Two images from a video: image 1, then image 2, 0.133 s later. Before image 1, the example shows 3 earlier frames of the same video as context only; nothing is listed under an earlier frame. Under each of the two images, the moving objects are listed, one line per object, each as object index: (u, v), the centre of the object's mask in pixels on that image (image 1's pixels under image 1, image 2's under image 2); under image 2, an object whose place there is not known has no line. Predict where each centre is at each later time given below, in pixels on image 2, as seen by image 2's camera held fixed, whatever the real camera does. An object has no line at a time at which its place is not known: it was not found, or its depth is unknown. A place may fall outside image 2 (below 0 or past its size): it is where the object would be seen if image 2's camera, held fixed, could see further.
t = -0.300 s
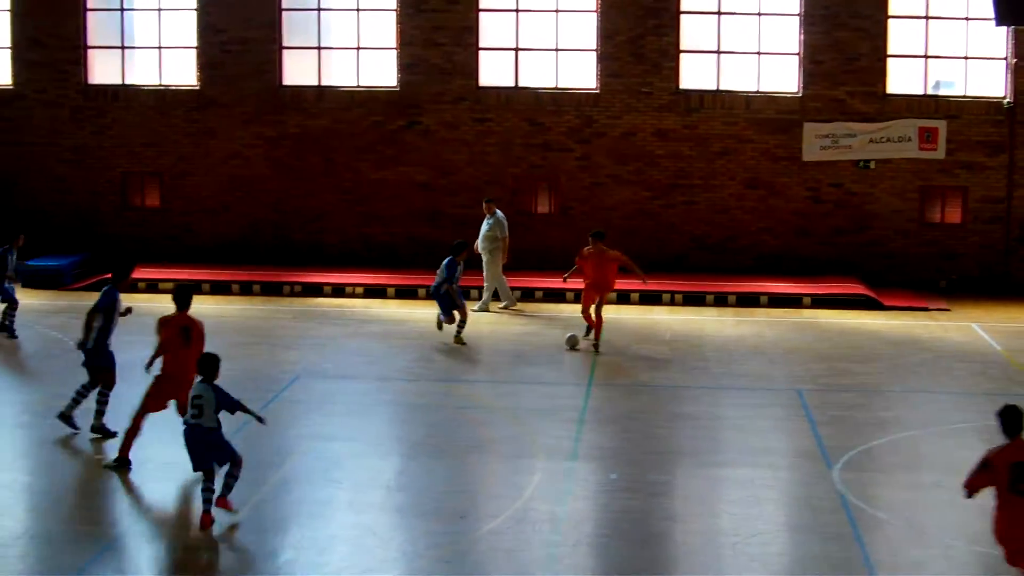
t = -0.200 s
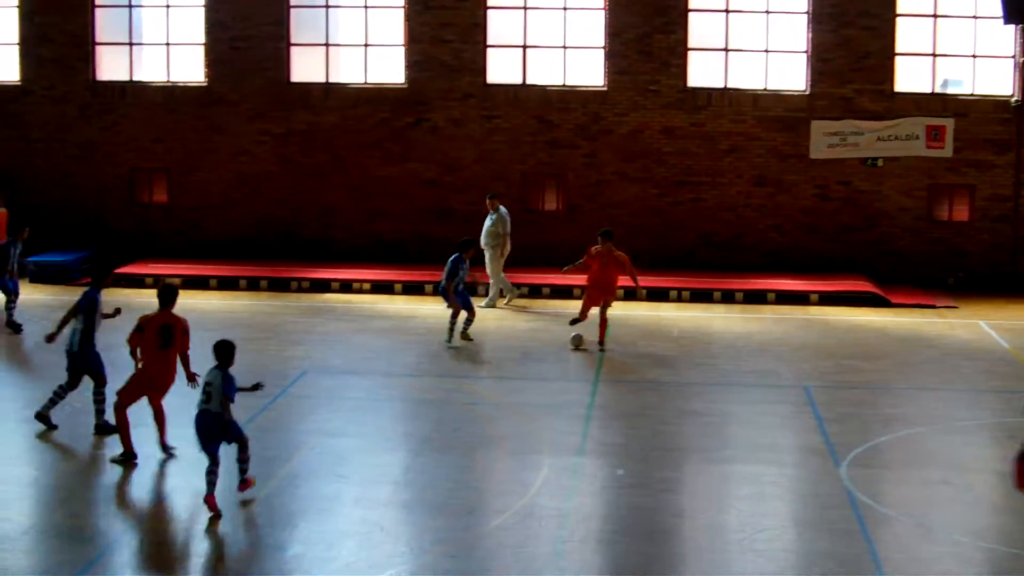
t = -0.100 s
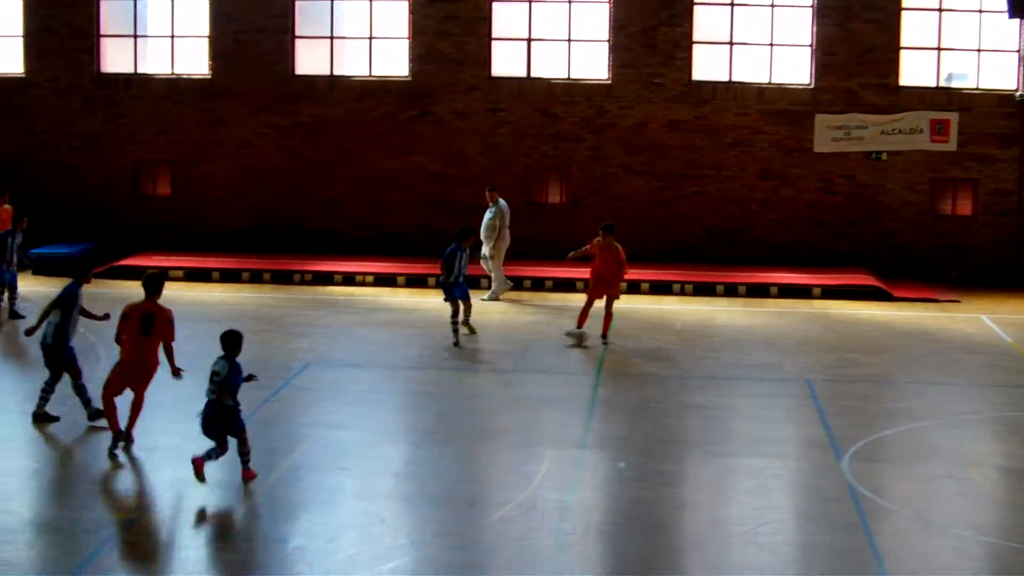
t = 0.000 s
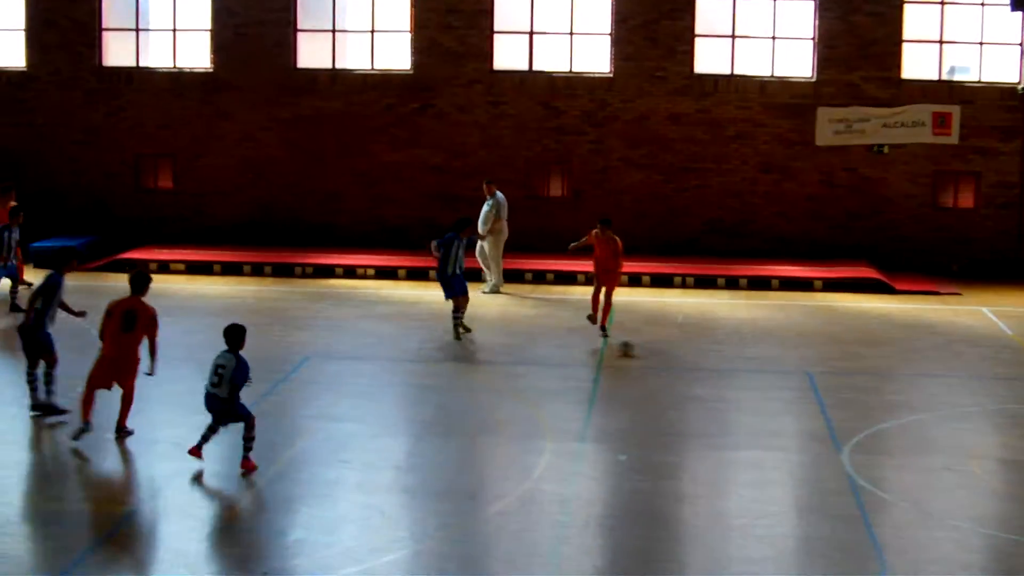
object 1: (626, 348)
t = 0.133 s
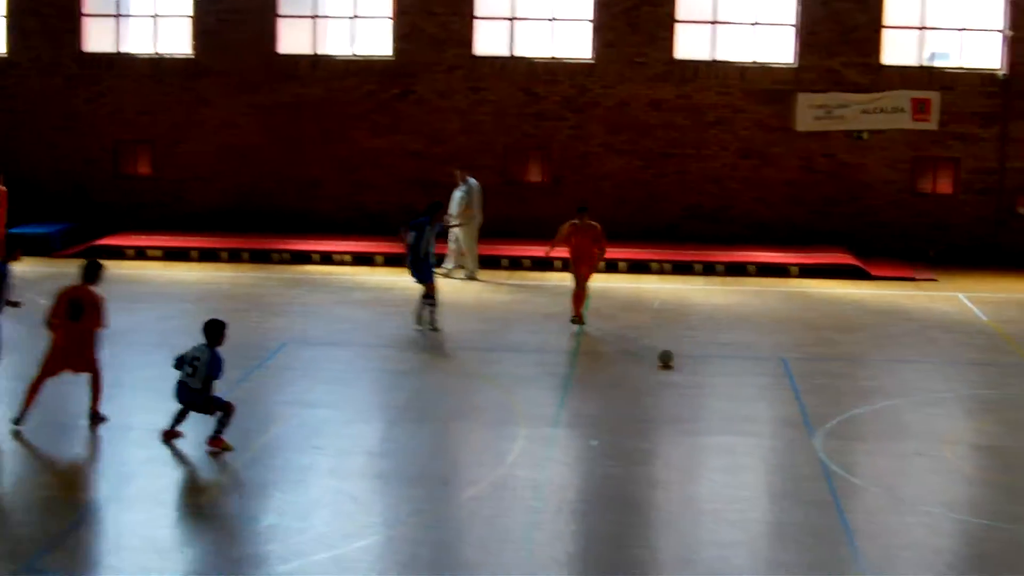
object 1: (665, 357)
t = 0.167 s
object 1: (682, 361)
